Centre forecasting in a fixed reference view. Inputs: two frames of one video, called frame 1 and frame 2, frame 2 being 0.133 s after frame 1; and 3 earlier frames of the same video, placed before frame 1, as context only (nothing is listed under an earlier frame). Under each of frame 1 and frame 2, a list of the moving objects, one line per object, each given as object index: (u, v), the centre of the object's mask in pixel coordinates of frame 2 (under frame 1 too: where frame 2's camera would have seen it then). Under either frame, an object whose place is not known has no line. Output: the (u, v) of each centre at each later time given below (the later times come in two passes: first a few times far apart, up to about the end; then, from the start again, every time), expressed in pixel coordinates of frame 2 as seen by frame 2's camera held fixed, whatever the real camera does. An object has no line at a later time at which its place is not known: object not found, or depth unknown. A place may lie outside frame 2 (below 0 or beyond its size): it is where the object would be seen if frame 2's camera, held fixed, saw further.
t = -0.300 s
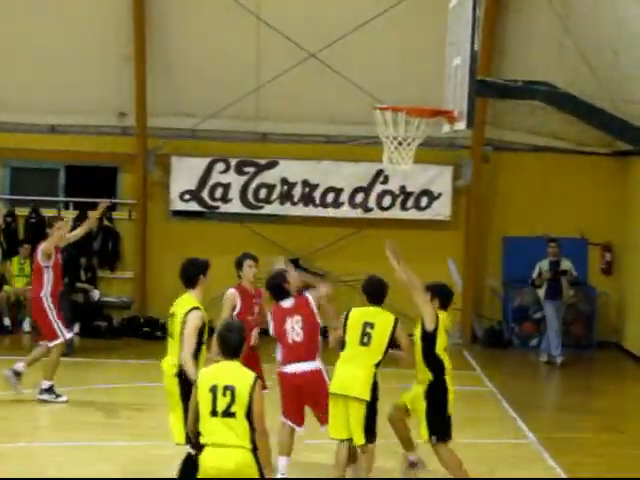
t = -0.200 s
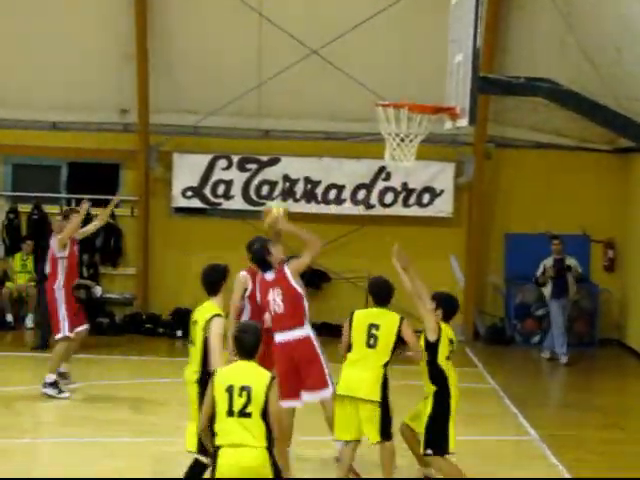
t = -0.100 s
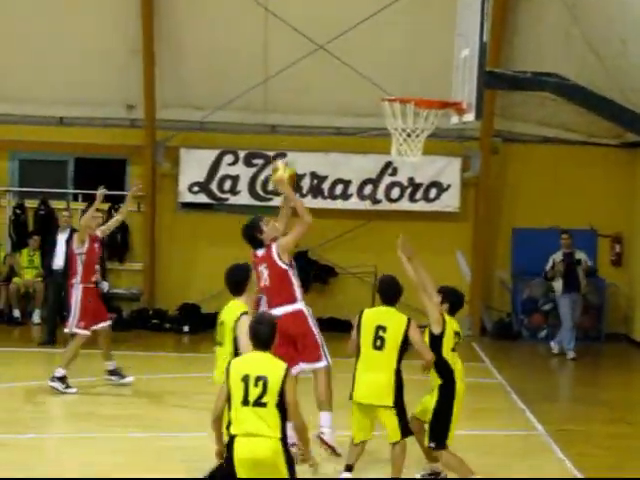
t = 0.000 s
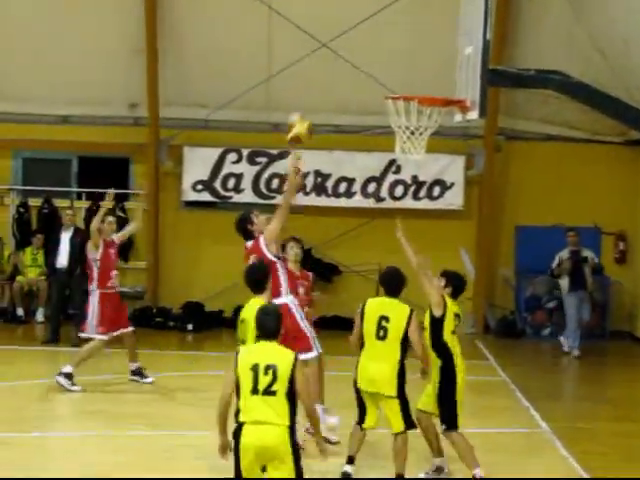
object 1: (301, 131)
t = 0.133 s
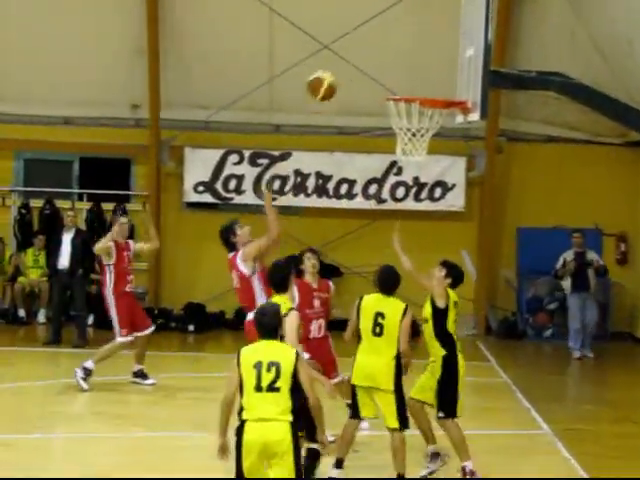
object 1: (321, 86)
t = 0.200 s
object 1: (333, 71)
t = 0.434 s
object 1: (372, 61)
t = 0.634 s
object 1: (397, 79)
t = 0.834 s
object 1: (415, 111)
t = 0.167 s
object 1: (327, 77)
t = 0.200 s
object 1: (333, 71)
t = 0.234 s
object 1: (338, 66)
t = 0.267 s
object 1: (345, 61)
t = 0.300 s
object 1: (349, 59)
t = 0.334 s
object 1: (355, 57)
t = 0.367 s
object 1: (360, 57)
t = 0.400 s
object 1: (367, 58)
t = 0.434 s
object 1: (372, 61)
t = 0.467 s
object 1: (378, 65)
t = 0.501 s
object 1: (383, 71)
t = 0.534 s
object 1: (388, 77)
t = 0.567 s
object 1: (391, 79)
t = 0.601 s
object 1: (394, 79)
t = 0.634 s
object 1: (397, 79)
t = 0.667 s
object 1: (402, 80)
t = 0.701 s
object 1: (406, 81)
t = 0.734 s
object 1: (408, 84)
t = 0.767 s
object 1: (411, 89)
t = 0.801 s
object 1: (412, 98)
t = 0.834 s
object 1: (415, 111)
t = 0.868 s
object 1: (419, 118)
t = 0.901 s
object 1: (419, 127)
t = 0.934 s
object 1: (422, 132)
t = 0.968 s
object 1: (423, 134)
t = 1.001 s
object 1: (425, 140)
